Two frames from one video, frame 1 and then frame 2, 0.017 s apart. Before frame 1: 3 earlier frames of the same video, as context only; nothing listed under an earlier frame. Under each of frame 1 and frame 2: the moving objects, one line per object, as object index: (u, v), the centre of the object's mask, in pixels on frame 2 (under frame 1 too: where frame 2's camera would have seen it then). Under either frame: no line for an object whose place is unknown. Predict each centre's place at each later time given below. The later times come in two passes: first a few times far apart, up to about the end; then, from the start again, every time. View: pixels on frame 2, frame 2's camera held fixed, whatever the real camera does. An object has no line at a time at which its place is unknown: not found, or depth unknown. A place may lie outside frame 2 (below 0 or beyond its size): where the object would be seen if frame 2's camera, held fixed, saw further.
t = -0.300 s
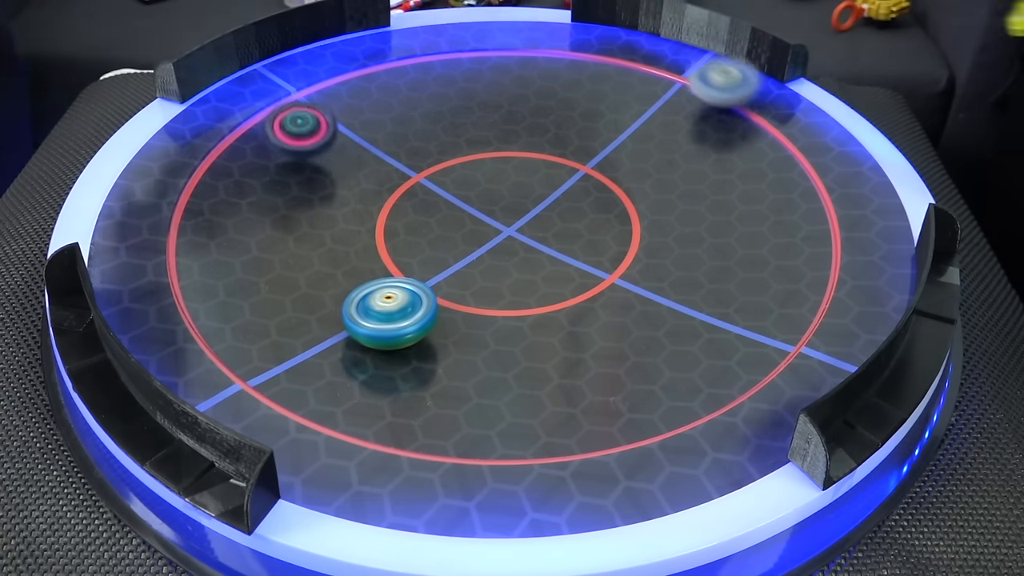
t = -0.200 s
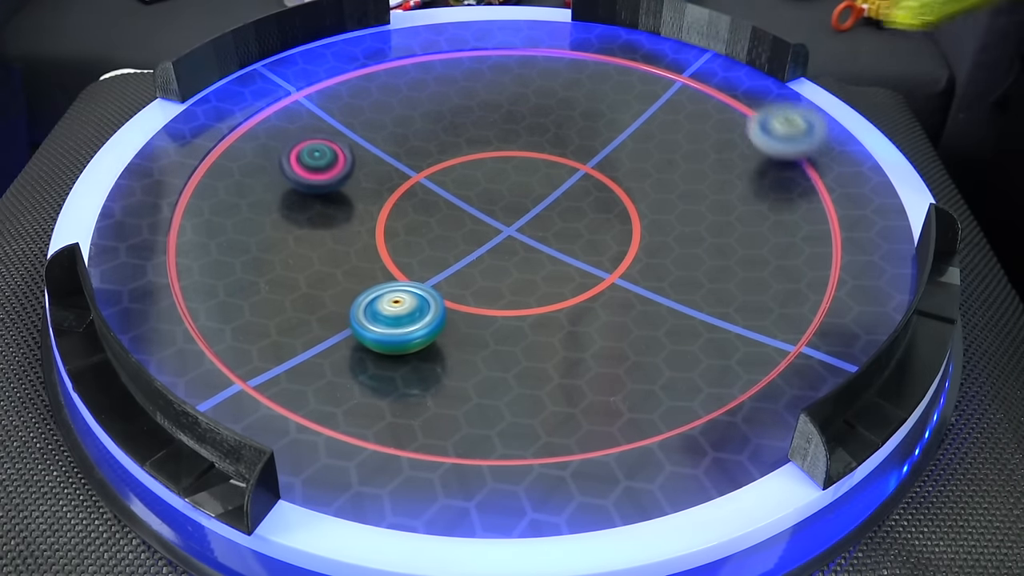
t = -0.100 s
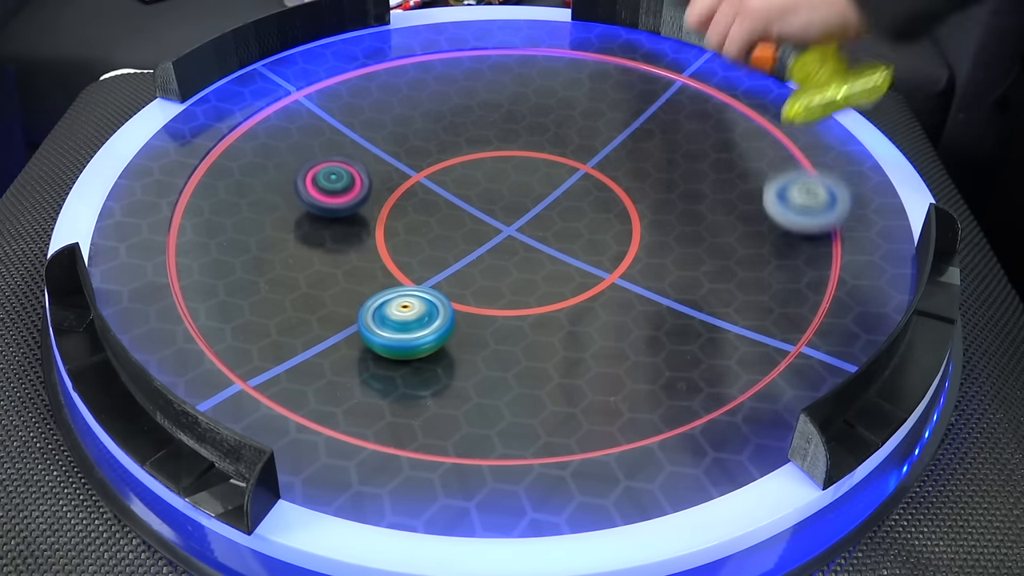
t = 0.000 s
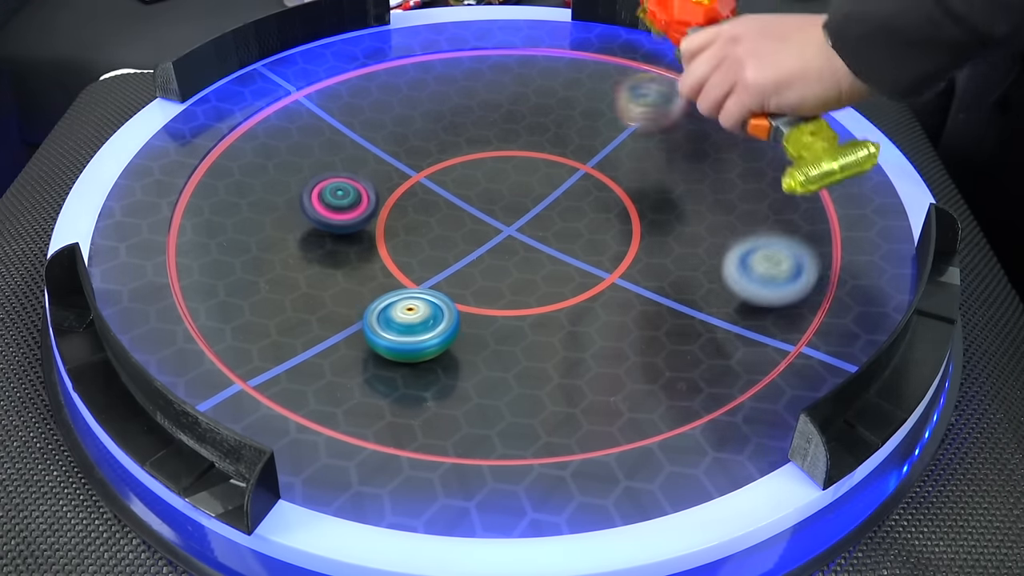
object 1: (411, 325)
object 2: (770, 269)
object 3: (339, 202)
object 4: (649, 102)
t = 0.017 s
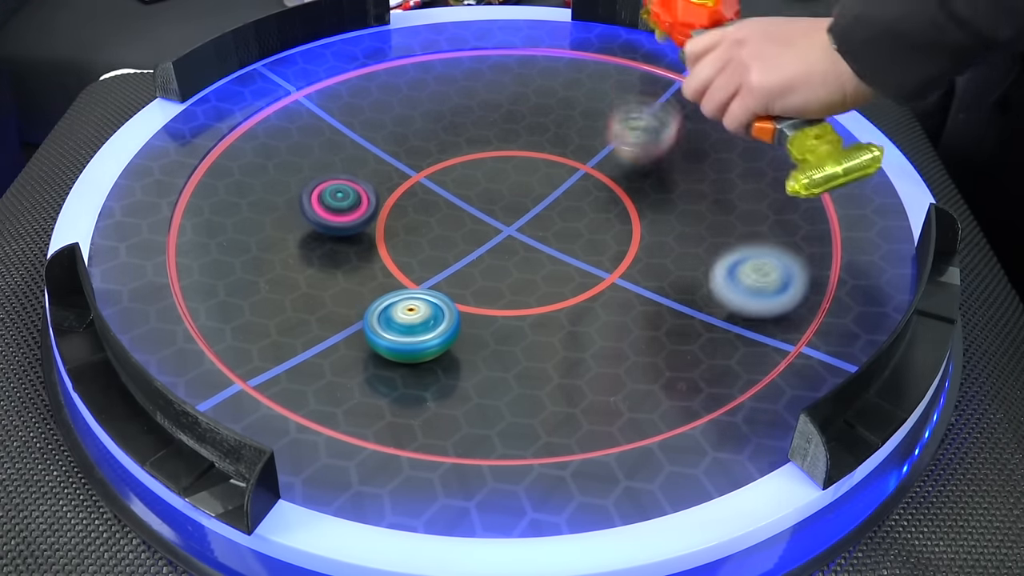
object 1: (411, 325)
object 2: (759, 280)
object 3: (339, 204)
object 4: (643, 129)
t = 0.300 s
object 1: (384, 302)
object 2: (468, 386)
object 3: (288, 225)
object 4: (530, 184)
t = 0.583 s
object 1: (307, 227)
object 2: (274, 354)
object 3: (184, 204)
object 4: (561, 288)
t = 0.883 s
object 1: (347, 199)
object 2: (241, 237)
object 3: (239, 148)
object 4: (761, 241)
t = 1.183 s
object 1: (473, 137)
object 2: (297, 207)
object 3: (322, 111)
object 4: (630, 139)
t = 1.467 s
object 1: (434, 53)
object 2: (482, 207)
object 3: (348, 151)
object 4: (622, 197)
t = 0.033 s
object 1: (412, 325)
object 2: (746, 290)
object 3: (339, 206)
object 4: (635, 142)
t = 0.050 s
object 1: (413, 325)
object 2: (732, 300)
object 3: (338, 209)
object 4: (630, 127)
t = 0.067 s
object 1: (413, 325)
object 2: (716, 310)
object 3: (337, 210)
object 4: (624, 120)
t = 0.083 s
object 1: (414, 326)
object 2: (700, 318)
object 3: (336, 212)
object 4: (618, 116)
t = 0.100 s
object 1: (415, 326)
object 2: (681, 327)
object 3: (334, 213)
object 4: (611, 114)
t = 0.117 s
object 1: (416, 326)
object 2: (662, 336)
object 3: (332, 215)
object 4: (605, 115)
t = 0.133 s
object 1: (417, 327)
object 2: (643, 341)
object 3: (329, 217)
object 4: (598, 118)
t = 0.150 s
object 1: (418, 327)
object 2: (623, 347)
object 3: (326, 218)
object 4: (590, 124)
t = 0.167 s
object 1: (418, 327)
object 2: (602, 352)
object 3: (323, 219)
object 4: (582, 133)
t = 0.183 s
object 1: (419, 327)
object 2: (580, 355)
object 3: (320, 221)
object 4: (574, 145)
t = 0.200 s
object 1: (420, 327)
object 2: (558, 359)
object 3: (316, 222)
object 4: (566, 162)
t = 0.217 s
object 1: (421, 327)
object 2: (535, 361)
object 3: (312, 222)
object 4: (559, 173)
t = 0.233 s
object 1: (421, 327)
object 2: (513, 362)
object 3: (308, 224)
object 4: (554, 168)
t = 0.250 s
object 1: (418, 326)
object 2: (492, 364)
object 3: (303, 225)
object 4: (548, 167)
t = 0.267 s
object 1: (409, 319)
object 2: (483, 371)
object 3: (298, 224)
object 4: (543, 169)
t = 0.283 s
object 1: (396, 310)
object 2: (476, 379)
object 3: (294, 225)
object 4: (537, 175)
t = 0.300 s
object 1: (384, 302)
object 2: (468, 386)
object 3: (288, 225)
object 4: (530, 184)
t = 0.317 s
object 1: (373, 294)
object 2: (460, 392)
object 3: (283, 225)
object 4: (525, 195)
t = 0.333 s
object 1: (363, 286)
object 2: (451, 398)
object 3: (278, 225)
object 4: (520, 203)
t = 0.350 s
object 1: (353, 279)
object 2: (440, 402)
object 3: (272, 225)
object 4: (517, 205)
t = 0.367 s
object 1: (345, 273)
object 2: (429, 405)
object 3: (267, 225)
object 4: (514, 211)
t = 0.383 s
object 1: (337, 266)
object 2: (418, 407)
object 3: (261, 225)
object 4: (511, 220)
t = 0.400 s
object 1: (330, 260)
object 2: (406, 409)
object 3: (255, 224)
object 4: (509, 227)
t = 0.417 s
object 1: (325, 256)
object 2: (393, 409)
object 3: (249, 223)
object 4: (509, 231)
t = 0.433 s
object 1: (322, 252)
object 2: (380, 408)
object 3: (242, 222)
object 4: (510, 238)
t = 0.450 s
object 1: (319, 248)
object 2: (366, 406)
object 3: (235, 221)
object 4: (511, 246)
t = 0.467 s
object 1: (316, 244)
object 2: (354, 402)
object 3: (227, 219)
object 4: (513, 252)
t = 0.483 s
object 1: (314, 241)
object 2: (342, 395)
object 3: (220, 217)
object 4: (516, 258)
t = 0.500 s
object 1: (312, 238)
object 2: (331, 390)
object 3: (213, 215)
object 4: (521, 263)
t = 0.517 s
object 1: (311, 235)
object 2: (318, 384)
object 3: (207, 213)
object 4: (526, 269)
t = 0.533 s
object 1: (310, 233)
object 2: (306, 376)
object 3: (201, 211)
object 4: (534, 274)
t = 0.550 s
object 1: (309, 231)
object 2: (295, 369)
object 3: (194, 209)
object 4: (541, 279)
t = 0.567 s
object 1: (308, 229)
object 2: (285, 362)
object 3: (189, 207)
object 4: (551, 283)
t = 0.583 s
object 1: (307, 227)
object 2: (274, 354)
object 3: (184, 204)
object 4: (561, 288)
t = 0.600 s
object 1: (307, 226)
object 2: (265, 346)
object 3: (179, 202)
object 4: (573, 291)
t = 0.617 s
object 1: (307, 224)
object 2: (256, 337)
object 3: (181, 198)
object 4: (586, 295)
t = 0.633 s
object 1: (307, 222)
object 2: (249, 329)
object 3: (185, 197)
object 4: (600, 297)
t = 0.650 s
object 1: (308, 221)
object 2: (243, 320)
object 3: (189, 196)
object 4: (613, 299)
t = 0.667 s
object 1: (308, 220)
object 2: (237, 311)
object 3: (193, 195)
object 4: (629, 300)
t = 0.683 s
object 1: (309, 219)
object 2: (232, 302)
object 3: (197, 193)
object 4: (643, 300)
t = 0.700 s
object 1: (310, 218)
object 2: (229, 292)
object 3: (201, 192)
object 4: (656, 299)
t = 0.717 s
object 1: (311, 217)
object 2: (226, 282)
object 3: (205, 191)
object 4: (670, 297)
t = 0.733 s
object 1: (312, 217)
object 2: (225, 272)
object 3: (209, 190)
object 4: (684, 294)
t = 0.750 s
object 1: (313, 216)
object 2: (225, 262)
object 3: (214, 189)
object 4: (696, 291)
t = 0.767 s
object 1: (315, 215)
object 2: (225, 253)
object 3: (218, 188)
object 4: (708, 287)
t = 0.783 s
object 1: (316, 215)
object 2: (227, 244)
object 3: (222, 184)
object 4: (719, 282)
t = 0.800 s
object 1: (318, 214)
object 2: (230, 236)
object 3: (226, 182)
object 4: (729, 277)
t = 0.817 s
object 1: (320, 213)
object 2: (234, 232)
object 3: (229, 176)
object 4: (737, 270)
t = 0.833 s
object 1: (323, 212)
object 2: (241, 232)
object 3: (231, 171)
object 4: (746, 264)
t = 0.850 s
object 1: (326, 211)
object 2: (246, 231)
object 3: (233, 163)
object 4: (752, 256)
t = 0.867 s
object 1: (336, 205)
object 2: (244, 234)
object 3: (236, 154)
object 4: (757, 249)
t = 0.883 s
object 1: (347, 199)
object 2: (241, 237)
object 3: (239, 148)
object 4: (761, 241)
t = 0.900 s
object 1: (358, 194)
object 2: (239, 239)
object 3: (242, 141)
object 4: (763, 234)
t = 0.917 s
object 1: (368, 189)
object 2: (239, 241)
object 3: (246, 136)
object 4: (764, 226)
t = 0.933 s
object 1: (378, 185)
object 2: (239, 242)
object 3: (250, 131)
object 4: (764, 218)
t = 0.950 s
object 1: (388, 180)
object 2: (239, 243)
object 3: (254, 128)
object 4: (762, 210)
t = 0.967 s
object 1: (397, 175)
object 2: (240, 243)
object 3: (258, 124)
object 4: (758, 202)
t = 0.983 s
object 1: (405, 171)
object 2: (242, 242)
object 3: (263, 122)
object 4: (754, 194)
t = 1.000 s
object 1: (413, 167)
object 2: (244, 241)
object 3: (267, 120)
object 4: (748, 187)
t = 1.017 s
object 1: (421, 163)
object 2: (246, 239)
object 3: (271, 118)
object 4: (741, 180)
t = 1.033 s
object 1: (428, 160)
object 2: (249, 237)
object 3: (276, 116)
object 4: (734, 174)
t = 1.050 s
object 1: (435, 157)
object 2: (252, 235)
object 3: (281, 115)
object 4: (725, 169)
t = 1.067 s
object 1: (441, 154)
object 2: (256, 231)
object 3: (286, 114)
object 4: (715, 163)
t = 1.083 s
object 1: (447, 151)
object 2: (260, 228)
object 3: (291, 113)
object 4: (705, 158)
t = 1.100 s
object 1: (452, 148)
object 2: (264, 224)
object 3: (296, 112)
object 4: (694, 153)
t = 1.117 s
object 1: (457, 146)
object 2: (269, 220)
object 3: (301, 112)
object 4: (682, 149)
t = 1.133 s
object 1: (462, 143)
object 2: (275, 217)
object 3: (306, 111)
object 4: (670, 145)
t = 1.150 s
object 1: (466, 141)
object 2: (281, 213)
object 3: (311, 111)
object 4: (658, 143)
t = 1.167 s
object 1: (470, 140)
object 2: (289, 210)
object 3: (317, 111)
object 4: (644, 141)
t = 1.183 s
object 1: (473, 137)
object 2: (297, 207)
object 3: (322, 111)
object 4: (630, 139)
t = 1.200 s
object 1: (476, 135)
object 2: (305, 205)
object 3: (327, 111)
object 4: (617, 137)
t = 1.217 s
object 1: (480, 133)
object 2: (313, 203)
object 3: (333, 112)
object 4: (602, 136)
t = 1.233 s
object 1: (483, 133)
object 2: (322, 201)
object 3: (339, 112)
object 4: (588, 136)
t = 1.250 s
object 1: (485, 131)
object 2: (332, 200)
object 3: (344, 113)
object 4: (573, 136)
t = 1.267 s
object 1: (487, 130)
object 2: (342, 199)
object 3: (351, 115)
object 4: (560, 137)
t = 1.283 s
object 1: (476, 122)
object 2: (351, 199)
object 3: (356, 116)
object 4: (561, 138)
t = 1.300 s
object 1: (463, 115)
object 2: (362, 199)
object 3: (362, 117)
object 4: (566, 142)
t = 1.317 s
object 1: (450, 109)
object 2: (373, 199)
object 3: (368, 119)
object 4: (571, 150)
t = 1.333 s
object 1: (439, 107)
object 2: (384, 199)
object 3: (372, 120)
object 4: (576, 157)
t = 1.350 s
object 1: (437, 98)
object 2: (395, 201)
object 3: (366, 125)
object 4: (581, 162)
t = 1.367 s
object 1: (437, 90)
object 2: (408, 201)
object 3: (361, 129)
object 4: (585, 169)
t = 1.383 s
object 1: (436, 84)
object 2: (420, 201)
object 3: (357, 133)
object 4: (591, 174)
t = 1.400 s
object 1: (436, 77)
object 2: (434, 202)
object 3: (354, 137)
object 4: (596, 180)
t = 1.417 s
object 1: (435, 69)
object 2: (445, 202)
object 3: (351, 141)
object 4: (602, 185)
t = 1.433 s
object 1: (435, 63)
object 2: (457, 203)
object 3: (349, 145)
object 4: (609, 190)
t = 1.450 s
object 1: (434, 58)
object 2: (470, 205)
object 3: (348, 147)
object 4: (615, 193)
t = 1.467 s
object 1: (434, 53)
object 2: (482, 207)
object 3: (348, 151)
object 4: (622, 197)
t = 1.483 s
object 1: (433, 49)
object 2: (494, 209)
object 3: (347, 153)
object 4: (629, 201)
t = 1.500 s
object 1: (432, 46)
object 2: (504, 211)
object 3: (347, 156)
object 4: (637, 204)
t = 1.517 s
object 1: (432, 43)
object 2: (515, 214)
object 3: (347, 159)
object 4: (645, 206)
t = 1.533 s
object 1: (432, 41)
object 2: (526, 218)
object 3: (347, 163)
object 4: (653, 209)
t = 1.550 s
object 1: (432, 41)
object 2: (536, 221)
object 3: (346, 166)
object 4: (662, 211)
